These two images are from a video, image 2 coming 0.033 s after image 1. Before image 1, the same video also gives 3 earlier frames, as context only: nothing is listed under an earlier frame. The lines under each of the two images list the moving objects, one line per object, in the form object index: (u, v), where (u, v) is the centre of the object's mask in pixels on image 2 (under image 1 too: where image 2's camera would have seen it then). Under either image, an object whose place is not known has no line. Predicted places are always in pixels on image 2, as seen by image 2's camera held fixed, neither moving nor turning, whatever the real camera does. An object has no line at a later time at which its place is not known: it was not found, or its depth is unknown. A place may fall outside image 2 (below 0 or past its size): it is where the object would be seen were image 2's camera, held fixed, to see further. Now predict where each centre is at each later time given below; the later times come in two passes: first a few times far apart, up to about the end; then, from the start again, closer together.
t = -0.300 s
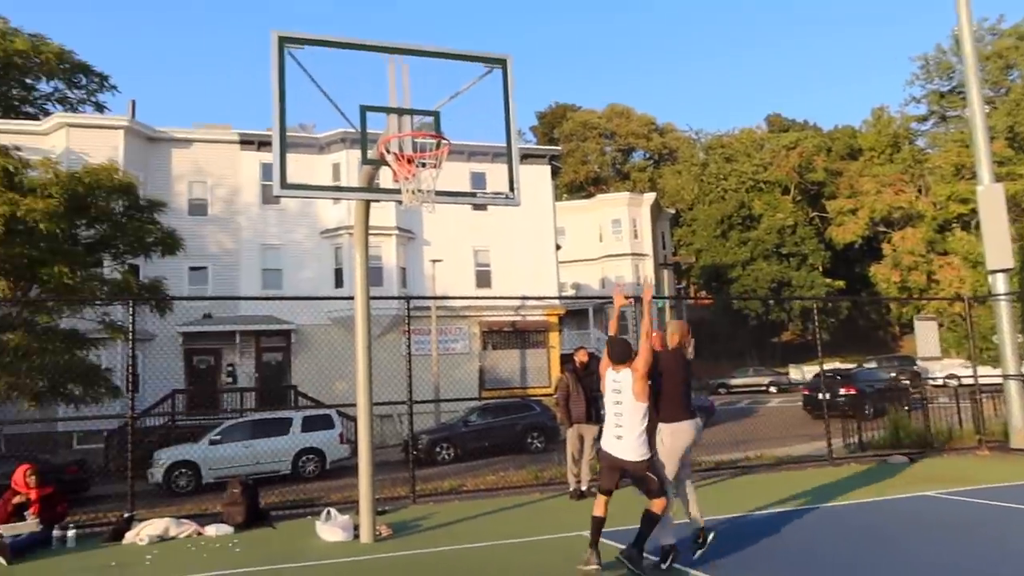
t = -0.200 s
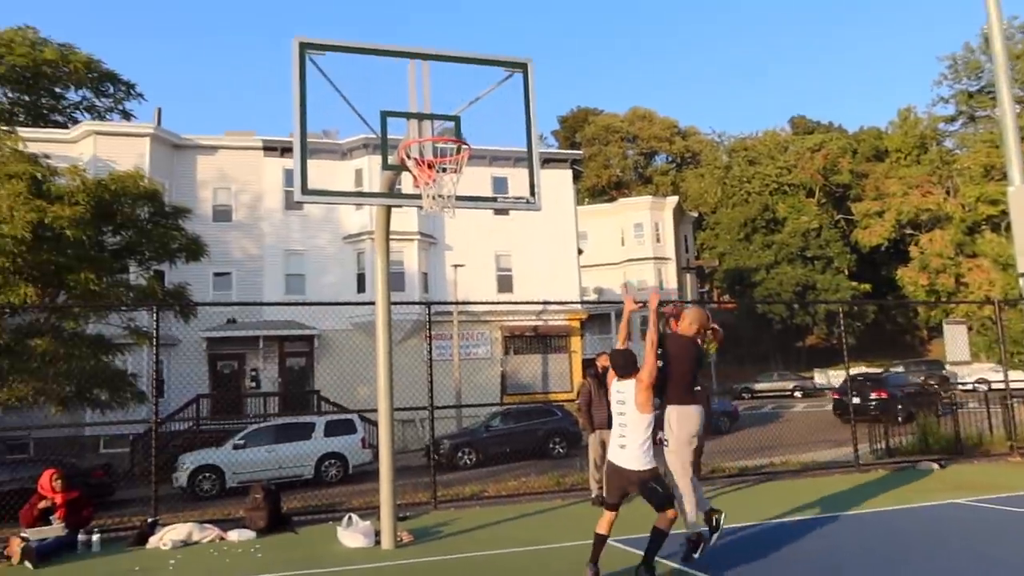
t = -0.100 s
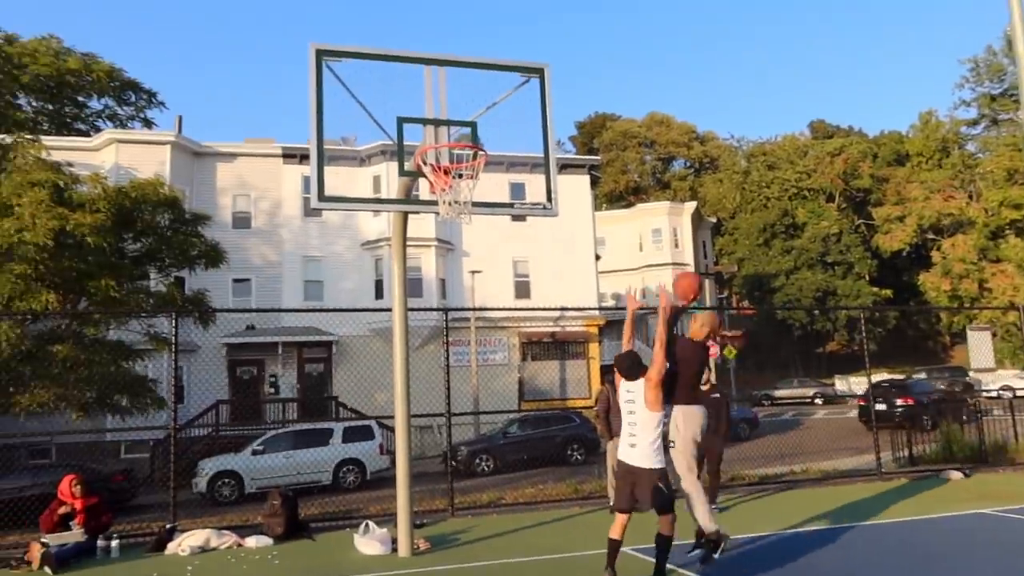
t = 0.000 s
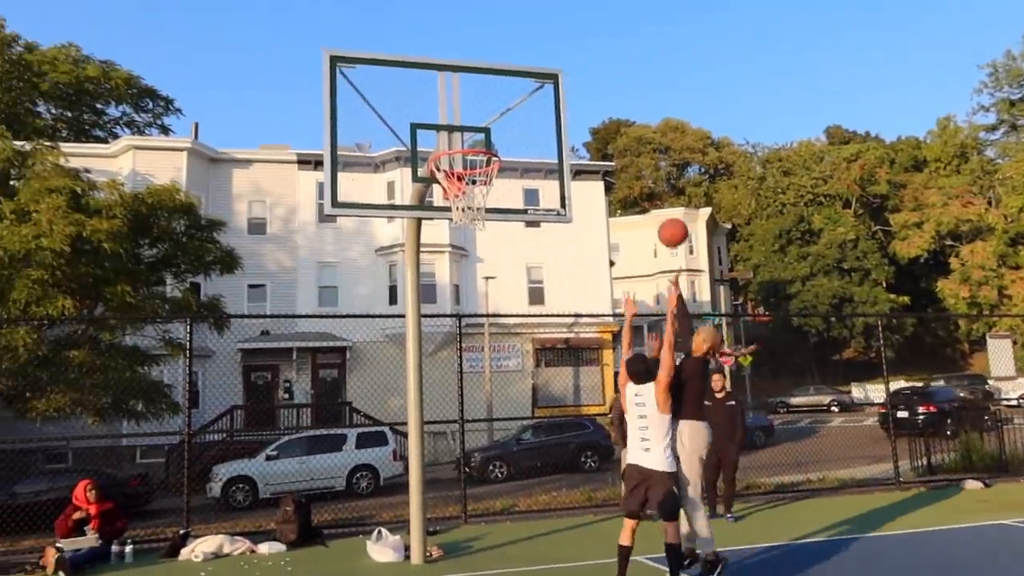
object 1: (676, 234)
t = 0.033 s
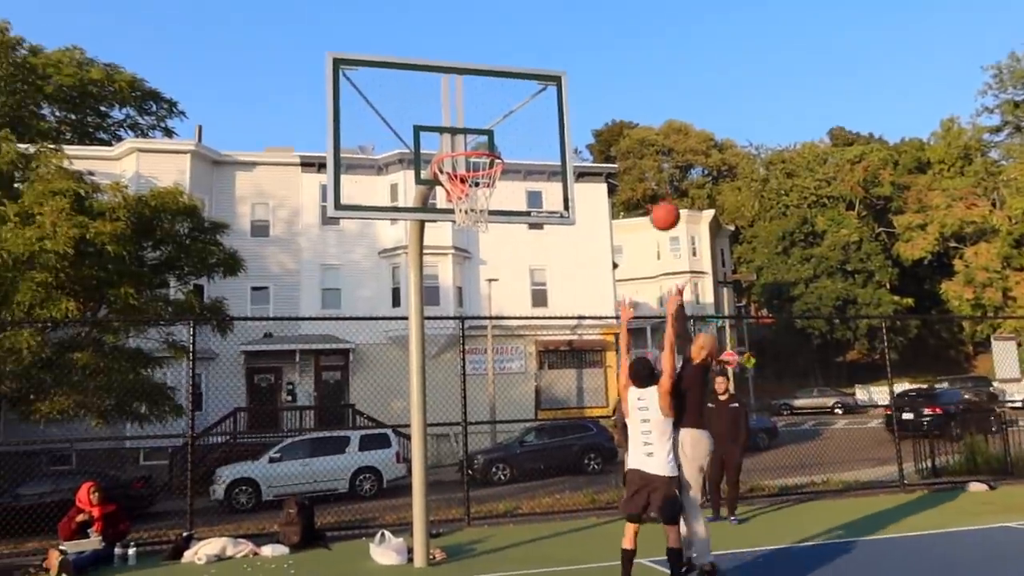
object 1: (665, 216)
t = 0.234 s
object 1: (597, 135)
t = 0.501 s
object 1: (514, 106)
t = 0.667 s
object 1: (461, 133)
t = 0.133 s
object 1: (631, 169)
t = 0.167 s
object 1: (620, 157)
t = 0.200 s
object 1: (609, 144)
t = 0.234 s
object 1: (597, 135)
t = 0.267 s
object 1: (588, 127)
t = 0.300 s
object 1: (577, 119)
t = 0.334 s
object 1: (567, 114)
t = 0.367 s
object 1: (556, 109)
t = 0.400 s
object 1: (545, 105)
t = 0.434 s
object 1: (535, 105)
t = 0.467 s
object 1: (525, 104)
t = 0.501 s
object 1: (514, 106)
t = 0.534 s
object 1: (504, 108)
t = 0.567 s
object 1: (493, 112)
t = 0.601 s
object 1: (482, 117)
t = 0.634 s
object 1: (471, 125)
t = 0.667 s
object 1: (461, 133)
